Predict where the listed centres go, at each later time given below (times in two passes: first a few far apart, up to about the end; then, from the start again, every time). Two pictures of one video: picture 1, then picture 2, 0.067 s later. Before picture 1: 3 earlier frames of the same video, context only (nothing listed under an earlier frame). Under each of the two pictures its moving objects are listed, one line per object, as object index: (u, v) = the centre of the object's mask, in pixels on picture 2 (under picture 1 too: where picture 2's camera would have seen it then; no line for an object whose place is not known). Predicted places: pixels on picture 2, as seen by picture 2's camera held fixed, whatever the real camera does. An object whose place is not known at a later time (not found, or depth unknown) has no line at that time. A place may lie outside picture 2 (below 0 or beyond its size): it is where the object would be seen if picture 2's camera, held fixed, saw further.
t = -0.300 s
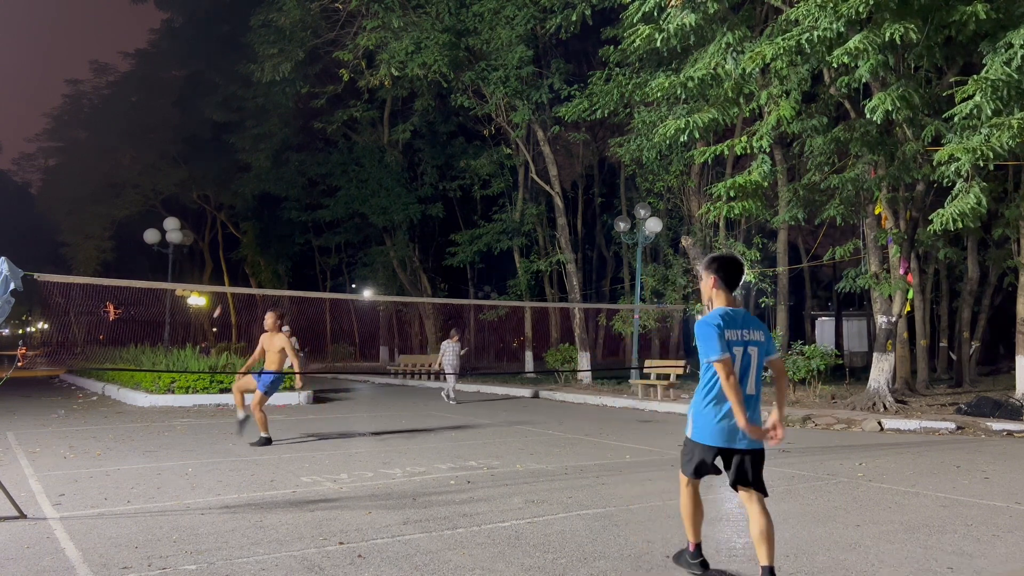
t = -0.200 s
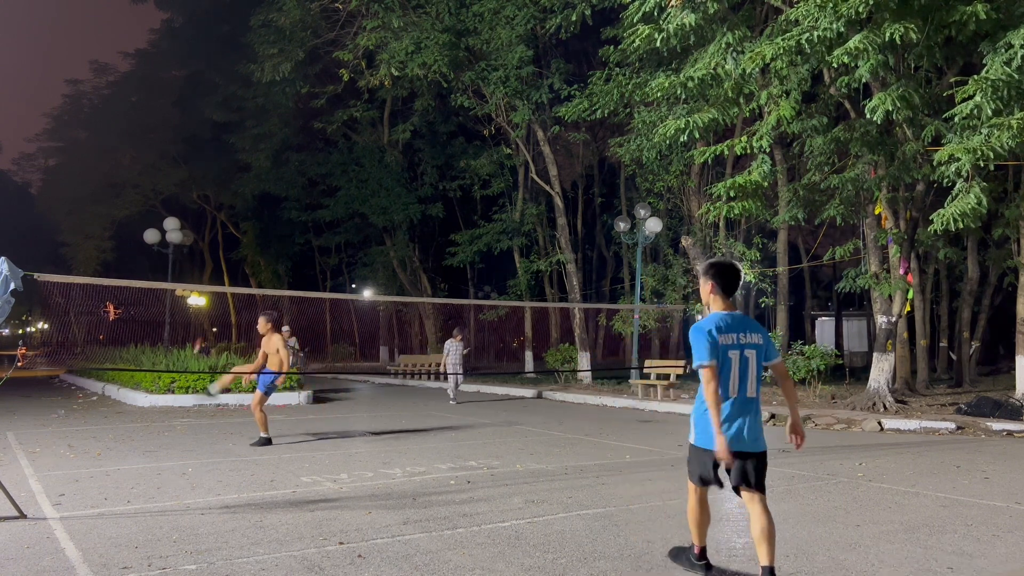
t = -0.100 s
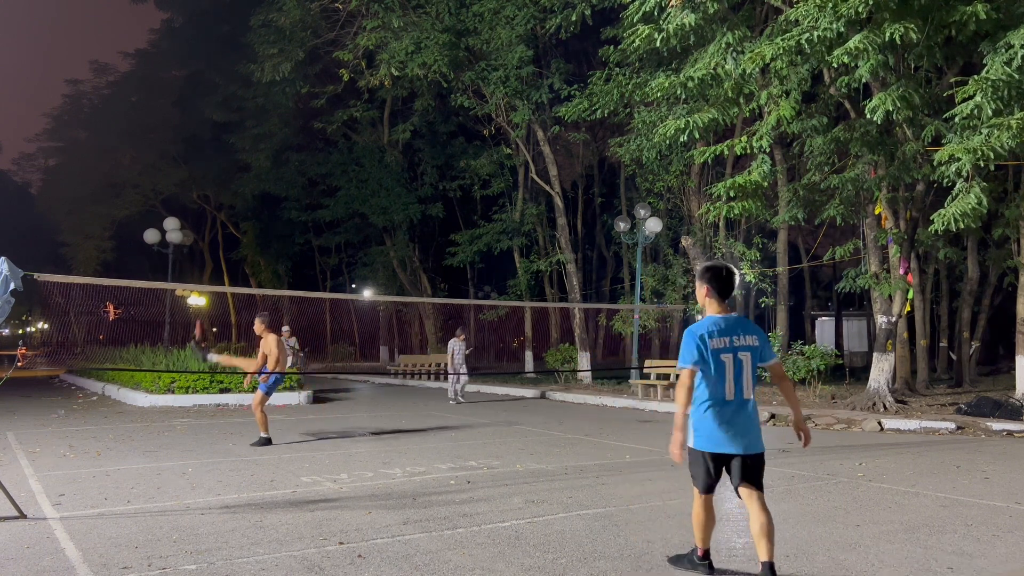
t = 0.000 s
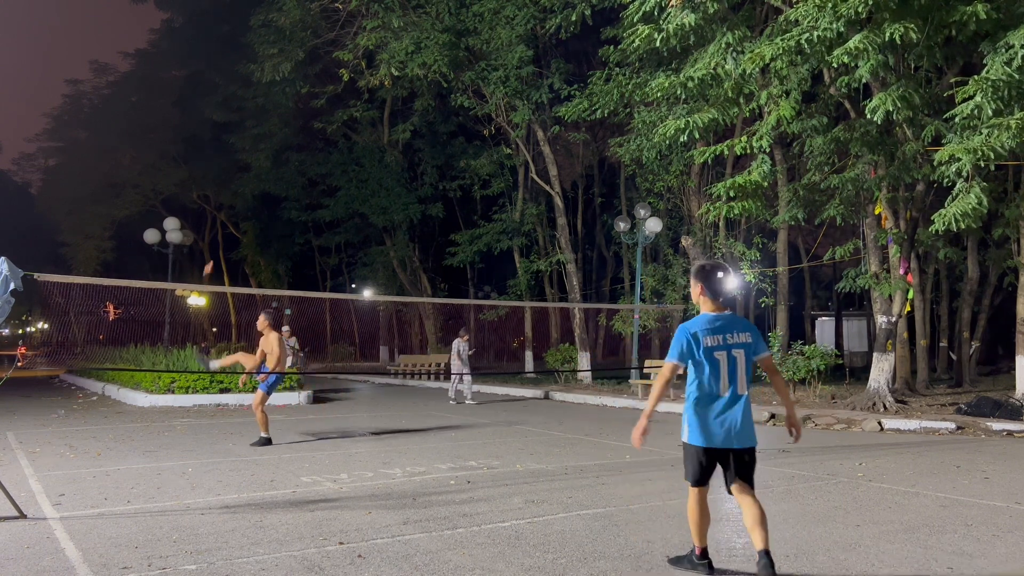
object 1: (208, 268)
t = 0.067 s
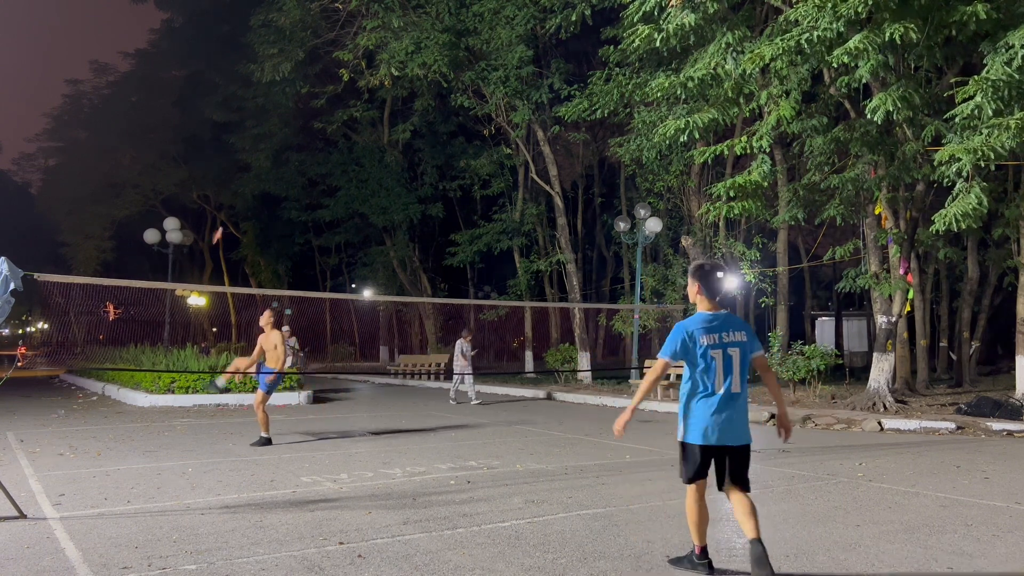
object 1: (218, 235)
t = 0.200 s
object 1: (236, 181)
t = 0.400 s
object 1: (254, 124)
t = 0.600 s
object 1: (276, 104)
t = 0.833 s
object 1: (302, 119)
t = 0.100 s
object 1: (222, 221)
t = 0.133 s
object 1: (227, 206)
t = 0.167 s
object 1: (232, 192)
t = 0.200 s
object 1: (236, 181)
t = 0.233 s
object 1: (239, 168)
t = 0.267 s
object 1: (242, 158)
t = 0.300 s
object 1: (245, 148)
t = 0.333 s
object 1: (248, 139)
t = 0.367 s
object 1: (251, 131)
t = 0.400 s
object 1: (254, 124)
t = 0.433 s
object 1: (258, 119)
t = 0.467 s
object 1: (262, 114)
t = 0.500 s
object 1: (266, 110)
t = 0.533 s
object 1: (269, 107)
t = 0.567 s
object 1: (273, 106)
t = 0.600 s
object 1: (276, 104)
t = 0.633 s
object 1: (279, 104)
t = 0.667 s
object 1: (282, 104)
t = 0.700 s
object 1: (285, 105)
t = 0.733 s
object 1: (289, 106)
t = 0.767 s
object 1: (293, 109)
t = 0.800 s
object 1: (298, 114)
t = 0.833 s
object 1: (302, 119)
